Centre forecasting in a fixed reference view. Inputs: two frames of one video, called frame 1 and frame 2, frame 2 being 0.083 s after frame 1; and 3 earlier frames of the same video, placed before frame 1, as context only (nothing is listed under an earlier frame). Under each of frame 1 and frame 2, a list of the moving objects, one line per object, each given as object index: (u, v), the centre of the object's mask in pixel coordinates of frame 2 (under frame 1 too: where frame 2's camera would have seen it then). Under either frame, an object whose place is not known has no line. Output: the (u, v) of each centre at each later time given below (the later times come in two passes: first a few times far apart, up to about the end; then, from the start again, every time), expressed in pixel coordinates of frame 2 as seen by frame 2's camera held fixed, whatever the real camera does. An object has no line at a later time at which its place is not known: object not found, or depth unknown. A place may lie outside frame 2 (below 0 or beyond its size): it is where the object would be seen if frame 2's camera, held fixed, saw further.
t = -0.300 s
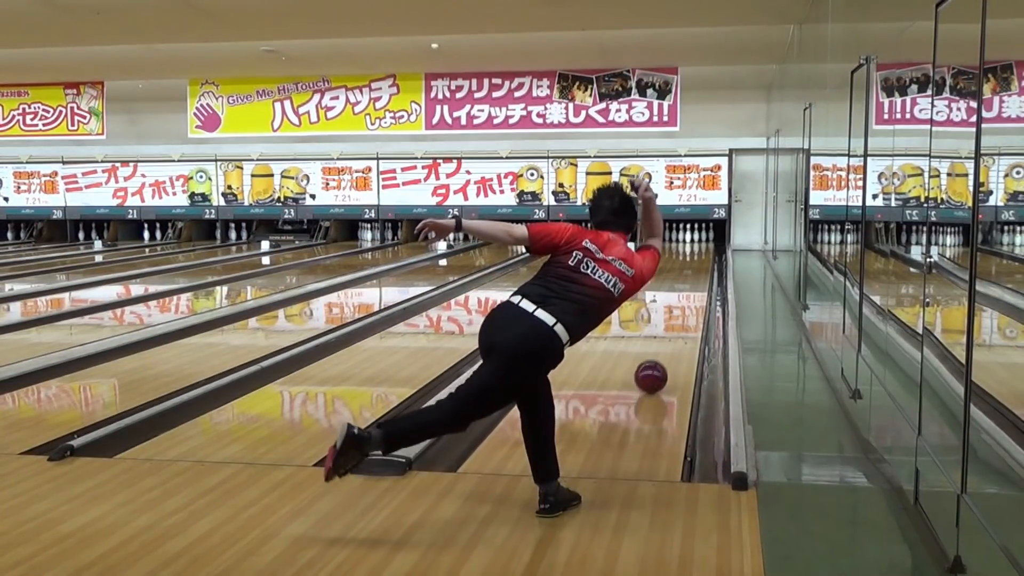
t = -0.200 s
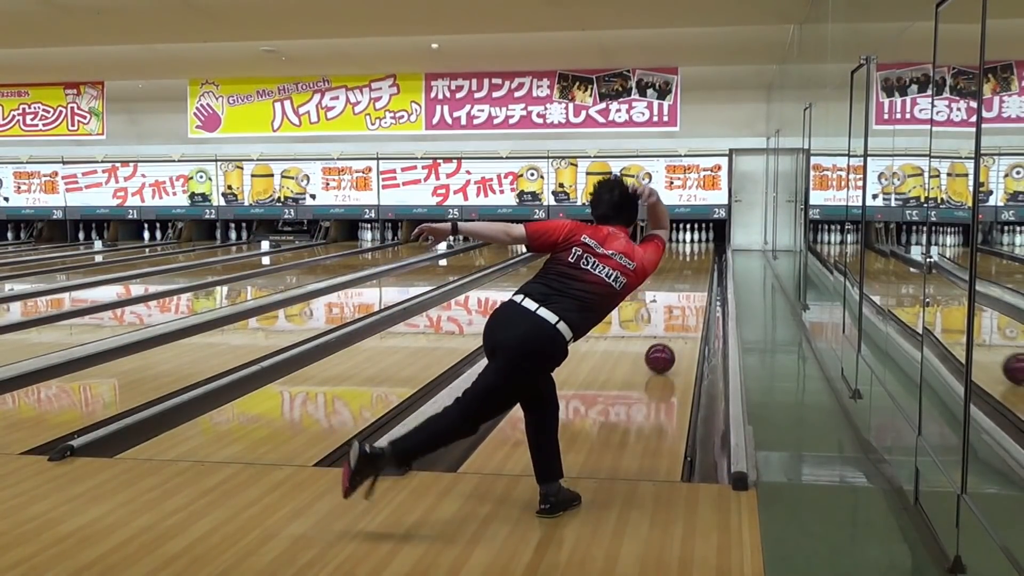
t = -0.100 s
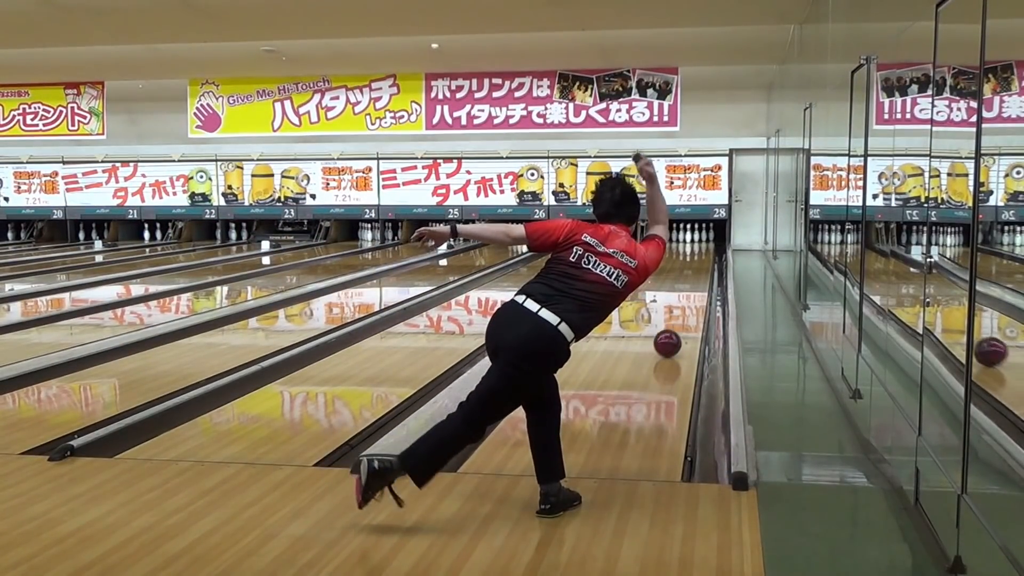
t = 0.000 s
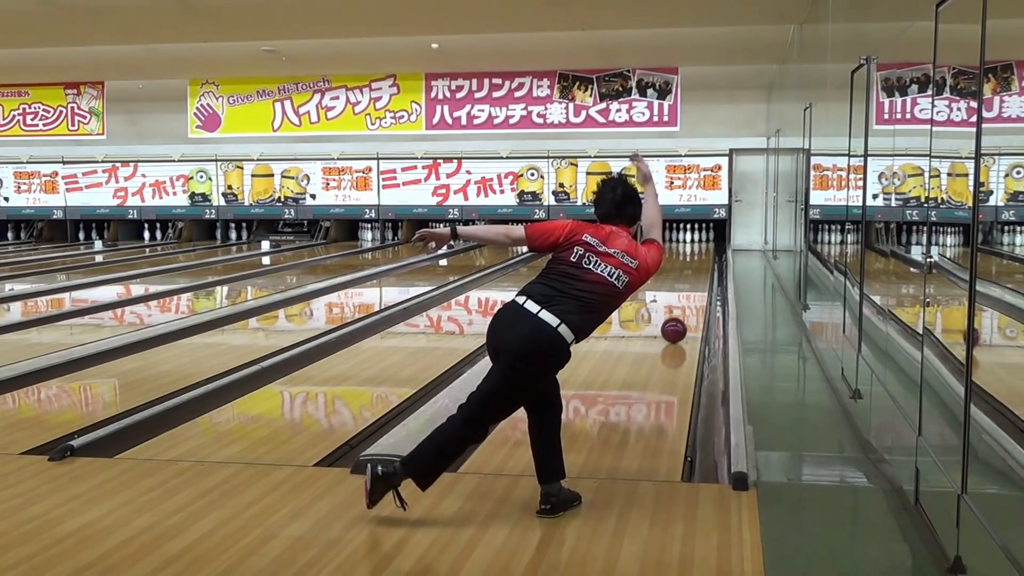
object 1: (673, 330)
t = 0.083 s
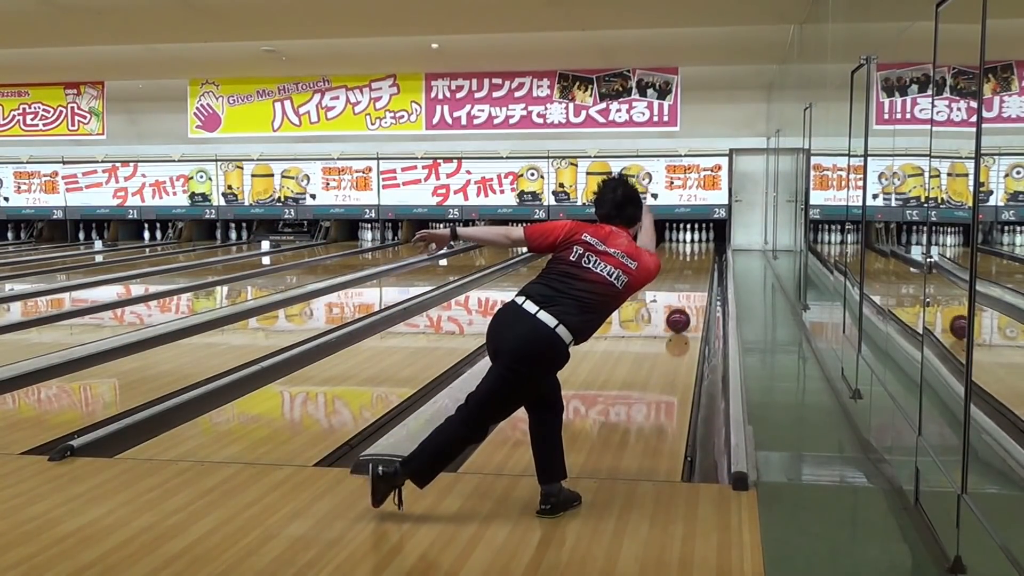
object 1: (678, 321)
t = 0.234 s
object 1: (684, 307)
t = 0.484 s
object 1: (693, 289)
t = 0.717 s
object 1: (698, 276)
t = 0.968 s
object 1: (702, 266)
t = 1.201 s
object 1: (703, 257)
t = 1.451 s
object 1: (703, 250)
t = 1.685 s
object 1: (700, 245)
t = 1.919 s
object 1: (696, 241)
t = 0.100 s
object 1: (679, 319)
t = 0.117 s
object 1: (680, 317)
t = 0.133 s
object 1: (680, 316)
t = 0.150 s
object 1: (681, 314)
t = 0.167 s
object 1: (682, 313)
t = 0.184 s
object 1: (683, 311)
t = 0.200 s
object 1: (683, 310)
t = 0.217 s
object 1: (684, 308)
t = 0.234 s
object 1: (684, 307)
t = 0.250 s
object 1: (685, 305)
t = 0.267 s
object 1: (686, 304)
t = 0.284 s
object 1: (687, 303)
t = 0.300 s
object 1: (687, 301)
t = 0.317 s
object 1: (688, 300)
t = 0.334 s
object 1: (688, 299)
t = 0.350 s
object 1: (689, 297)
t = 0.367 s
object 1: (689, 296)
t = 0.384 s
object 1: (690, 295)
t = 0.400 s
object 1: (690, 294)
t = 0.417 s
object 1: (691, 293)
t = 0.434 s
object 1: (692, 292)
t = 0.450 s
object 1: (692, 291)
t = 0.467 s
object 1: (692, 290)
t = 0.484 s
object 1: (693, 289)
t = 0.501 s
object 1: (694, 287)
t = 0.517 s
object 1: (694, 286)
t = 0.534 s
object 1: (694, 285)
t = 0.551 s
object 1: (695, 285)
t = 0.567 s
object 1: (695, 284)
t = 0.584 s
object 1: (695, 283)
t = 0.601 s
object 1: (696, 282)
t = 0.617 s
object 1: (696, 281)
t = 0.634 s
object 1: (697, 280)
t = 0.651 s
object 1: (697, 279)
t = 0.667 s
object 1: (697, 278)
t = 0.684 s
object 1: (698, 278)
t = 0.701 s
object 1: (698, 277)
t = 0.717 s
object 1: (698, 276)
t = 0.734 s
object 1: (699, 275)
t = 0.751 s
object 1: (699, 274)
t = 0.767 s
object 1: (699, 273)
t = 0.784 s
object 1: (699, 273)
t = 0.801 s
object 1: (700, 272)
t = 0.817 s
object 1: (700, 271)
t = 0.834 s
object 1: (700, 270)
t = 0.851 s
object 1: (700, 270)
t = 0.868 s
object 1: (701, 269)
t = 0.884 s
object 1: (701, 268)
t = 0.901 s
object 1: (701, 268)
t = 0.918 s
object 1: (701, 267)
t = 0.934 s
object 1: (702, 267)
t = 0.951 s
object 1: (702, 266)
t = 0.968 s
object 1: (702, 266)
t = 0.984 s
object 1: (702, 265)
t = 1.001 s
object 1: (702, 264)
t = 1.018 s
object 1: (702, 263)
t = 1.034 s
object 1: (702, 263)
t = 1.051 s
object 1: (702, 263)
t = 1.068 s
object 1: (702, 262)
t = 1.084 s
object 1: (702, 261)
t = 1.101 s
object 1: (703, 260)
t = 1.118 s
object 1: (702, 260)
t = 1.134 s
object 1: (703, 259)
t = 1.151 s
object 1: (703, 259)
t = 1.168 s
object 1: (703, 258)
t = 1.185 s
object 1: (703, 258)
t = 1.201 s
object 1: (703, 257)
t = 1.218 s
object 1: (703, 257)
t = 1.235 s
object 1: (703, 256)
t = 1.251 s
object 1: (703, 255)
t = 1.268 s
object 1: (703, 255)
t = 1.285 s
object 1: (703, 255)
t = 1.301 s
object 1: (703, 254)
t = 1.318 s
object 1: (703, 254)
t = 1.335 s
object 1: (703, 254)
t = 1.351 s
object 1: (703, 253)
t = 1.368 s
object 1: (703, 253)
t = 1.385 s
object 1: (703, 252)
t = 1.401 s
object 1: (703, 252)
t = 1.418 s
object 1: (703, 251)
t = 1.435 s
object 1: (703, 251)
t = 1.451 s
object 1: (703, 250)
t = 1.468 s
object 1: (703, 250)
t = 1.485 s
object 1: (703, 250)
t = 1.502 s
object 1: (703, 249)
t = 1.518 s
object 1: (703, 249)
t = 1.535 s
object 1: (702, 249)
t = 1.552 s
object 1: (702, 248)
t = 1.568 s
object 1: (702, 248)
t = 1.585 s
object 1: (702, 247)
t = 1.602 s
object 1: (701, 247)
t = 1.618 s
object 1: (701, 246)
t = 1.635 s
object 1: (701, 246)
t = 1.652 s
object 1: (701, 246)
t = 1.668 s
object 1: (701, 246)
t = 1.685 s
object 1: (700, 245)
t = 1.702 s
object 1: (700, 245)
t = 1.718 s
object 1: (700, 245)
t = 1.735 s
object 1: (699, 244)
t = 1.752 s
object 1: (699, 244)
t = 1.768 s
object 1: (699, 244)
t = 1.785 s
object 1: (698, 243)
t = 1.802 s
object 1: (698, 243)
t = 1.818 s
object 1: (698, 243)
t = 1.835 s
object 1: (697, 242)
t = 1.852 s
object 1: (697, 242)
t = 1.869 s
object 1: (696, 242)
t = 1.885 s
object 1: (696, 242)
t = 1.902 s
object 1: (696, 242)
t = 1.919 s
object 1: (696, 241)
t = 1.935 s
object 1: (695, 241)
